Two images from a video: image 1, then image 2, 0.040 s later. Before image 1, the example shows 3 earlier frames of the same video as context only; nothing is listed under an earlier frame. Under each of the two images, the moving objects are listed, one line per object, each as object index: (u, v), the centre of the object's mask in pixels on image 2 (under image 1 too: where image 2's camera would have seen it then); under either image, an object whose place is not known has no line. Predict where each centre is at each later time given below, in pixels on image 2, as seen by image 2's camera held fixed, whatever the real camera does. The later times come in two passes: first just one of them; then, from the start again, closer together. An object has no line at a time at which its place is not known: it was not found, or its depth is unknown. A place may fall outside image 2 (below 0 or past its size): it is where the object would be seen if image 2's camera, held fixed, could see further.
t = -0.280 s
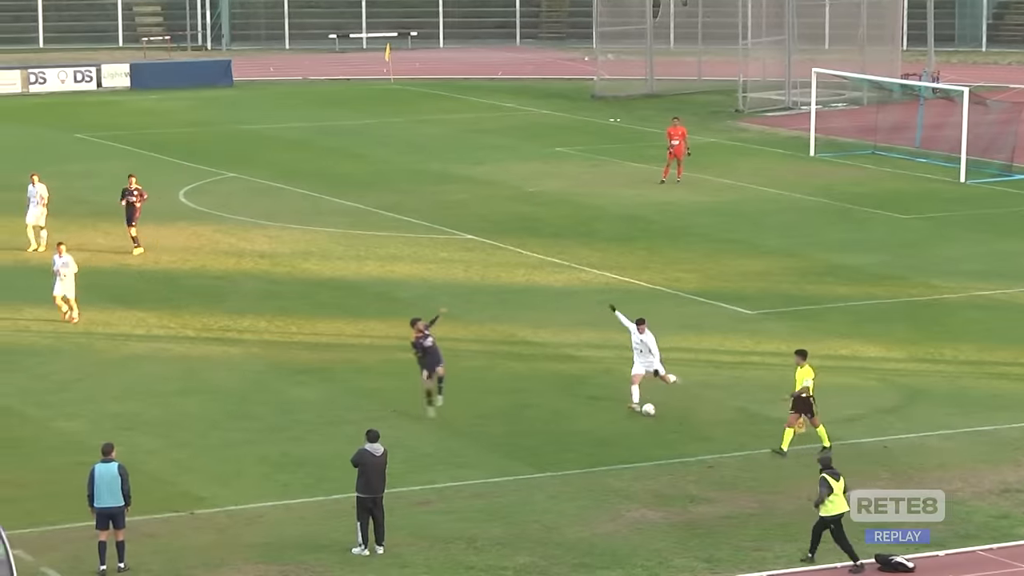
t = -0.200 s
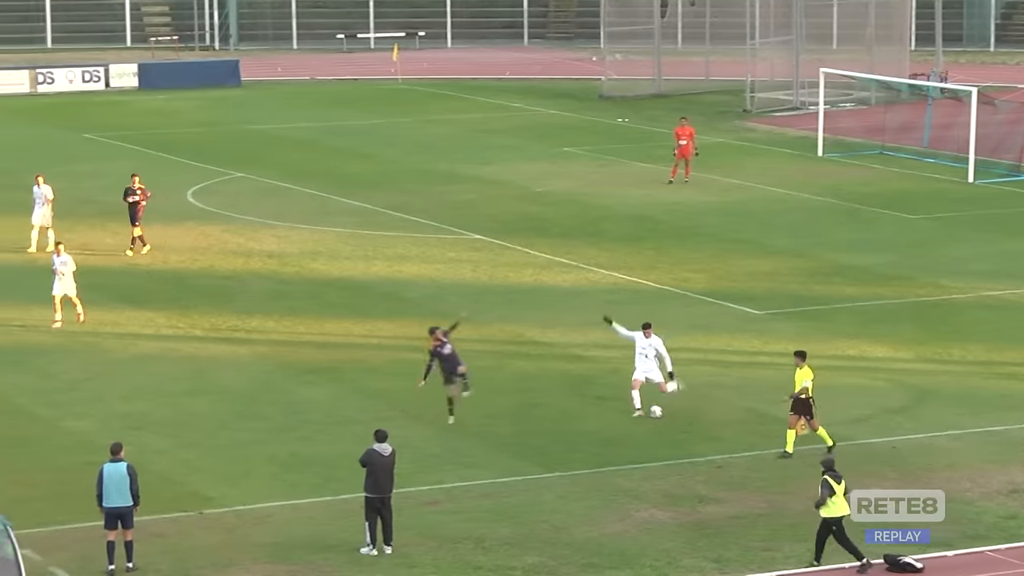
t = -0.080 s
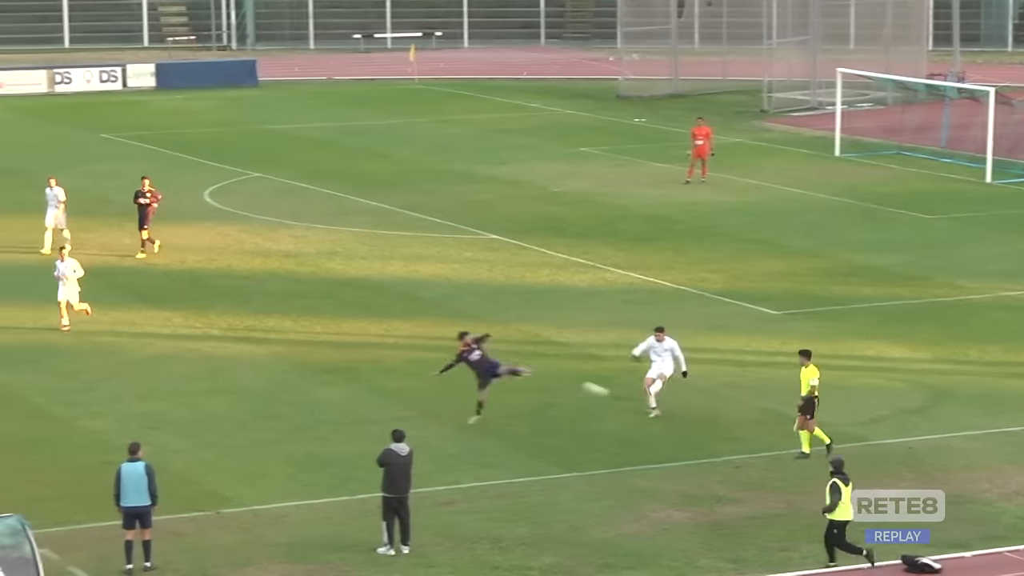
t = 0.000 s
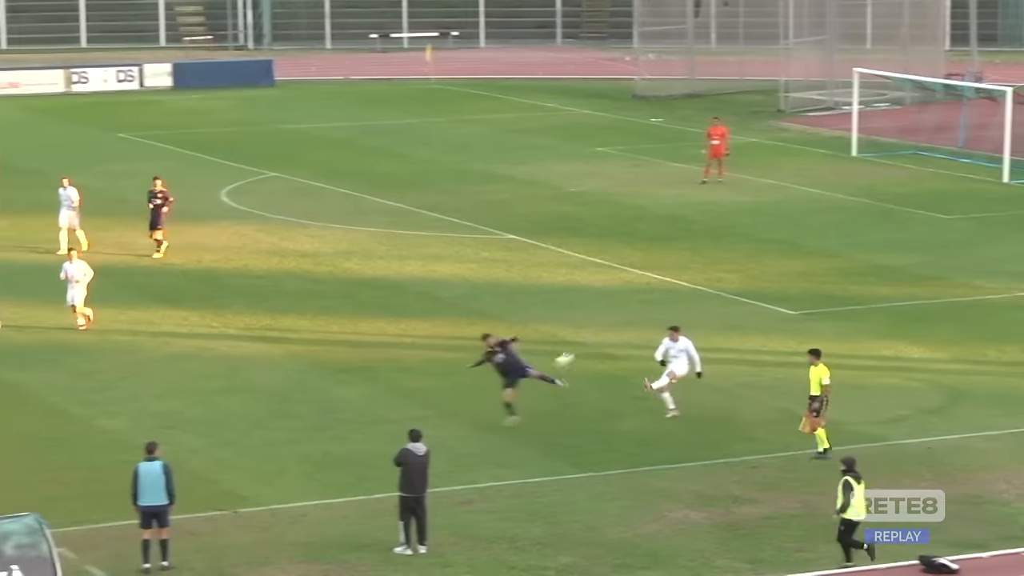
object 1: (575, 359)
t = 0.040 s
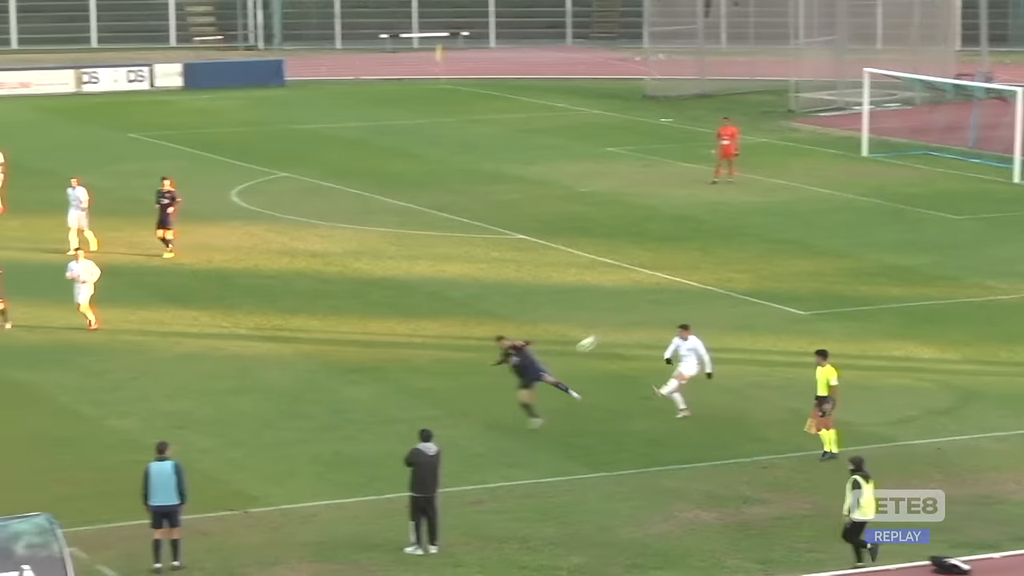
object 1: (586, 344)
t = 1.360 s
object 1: (800, 300)
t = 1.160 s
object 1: (786, 256)
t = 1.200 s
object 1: (789, 265)
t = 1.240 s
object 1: (792, 272)
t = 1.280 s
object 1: (795, 281)
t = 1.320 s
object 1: (797, 291)
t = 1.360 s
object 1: (800, 300)
